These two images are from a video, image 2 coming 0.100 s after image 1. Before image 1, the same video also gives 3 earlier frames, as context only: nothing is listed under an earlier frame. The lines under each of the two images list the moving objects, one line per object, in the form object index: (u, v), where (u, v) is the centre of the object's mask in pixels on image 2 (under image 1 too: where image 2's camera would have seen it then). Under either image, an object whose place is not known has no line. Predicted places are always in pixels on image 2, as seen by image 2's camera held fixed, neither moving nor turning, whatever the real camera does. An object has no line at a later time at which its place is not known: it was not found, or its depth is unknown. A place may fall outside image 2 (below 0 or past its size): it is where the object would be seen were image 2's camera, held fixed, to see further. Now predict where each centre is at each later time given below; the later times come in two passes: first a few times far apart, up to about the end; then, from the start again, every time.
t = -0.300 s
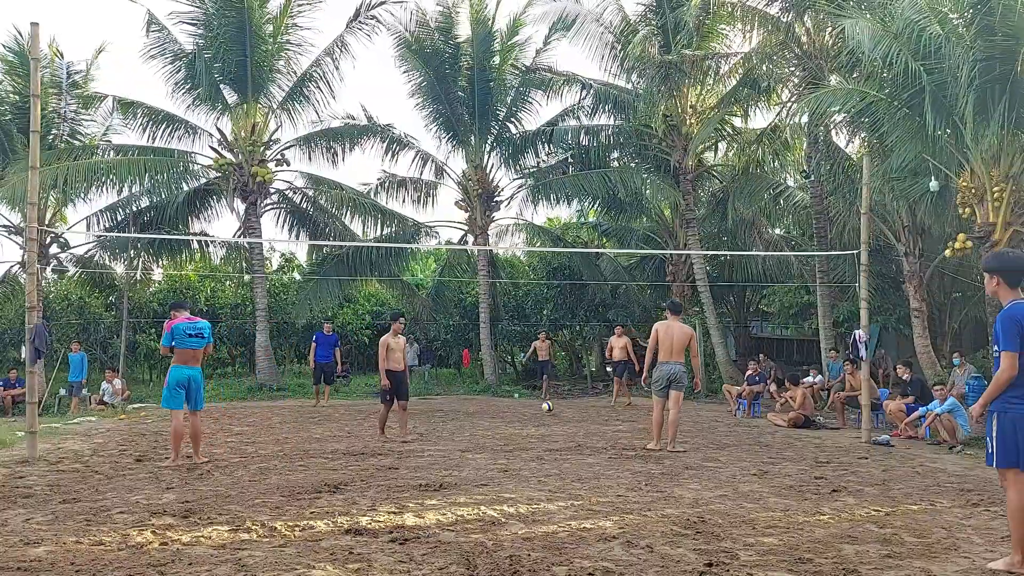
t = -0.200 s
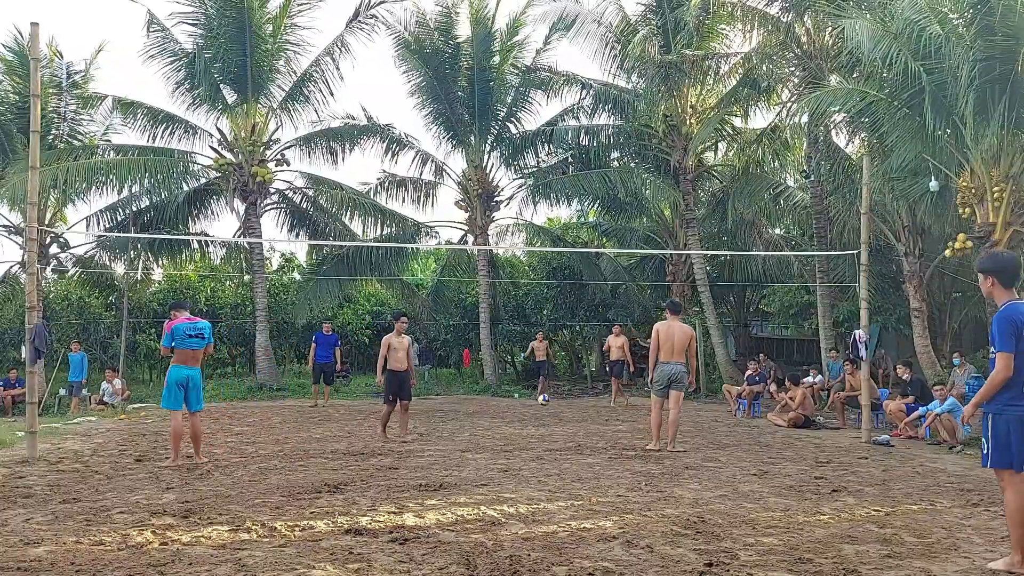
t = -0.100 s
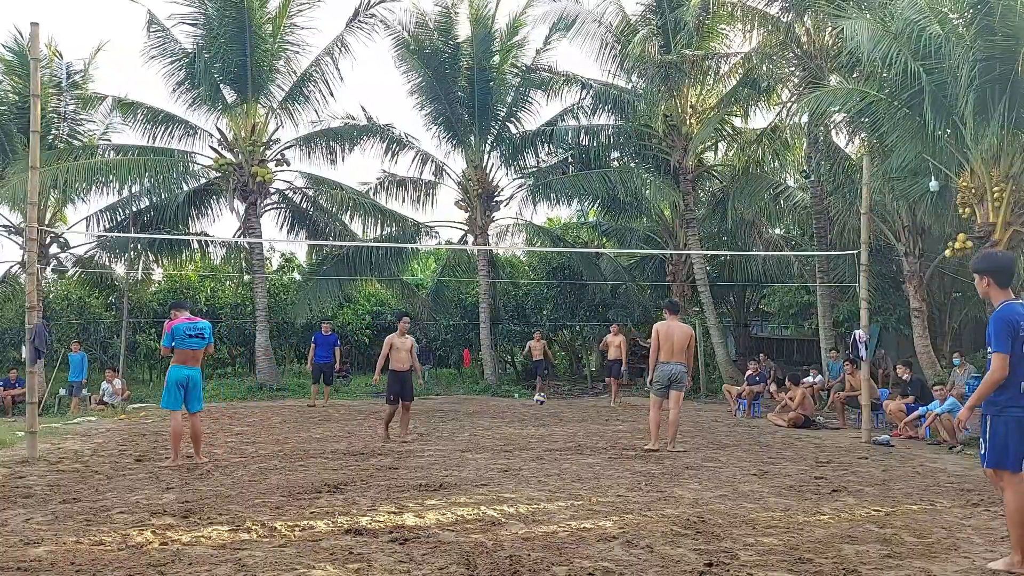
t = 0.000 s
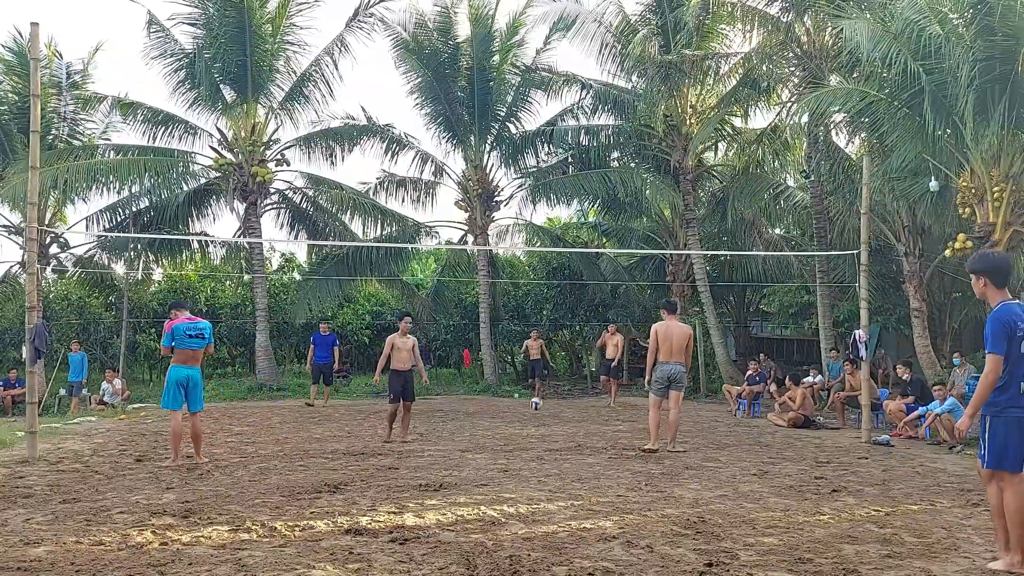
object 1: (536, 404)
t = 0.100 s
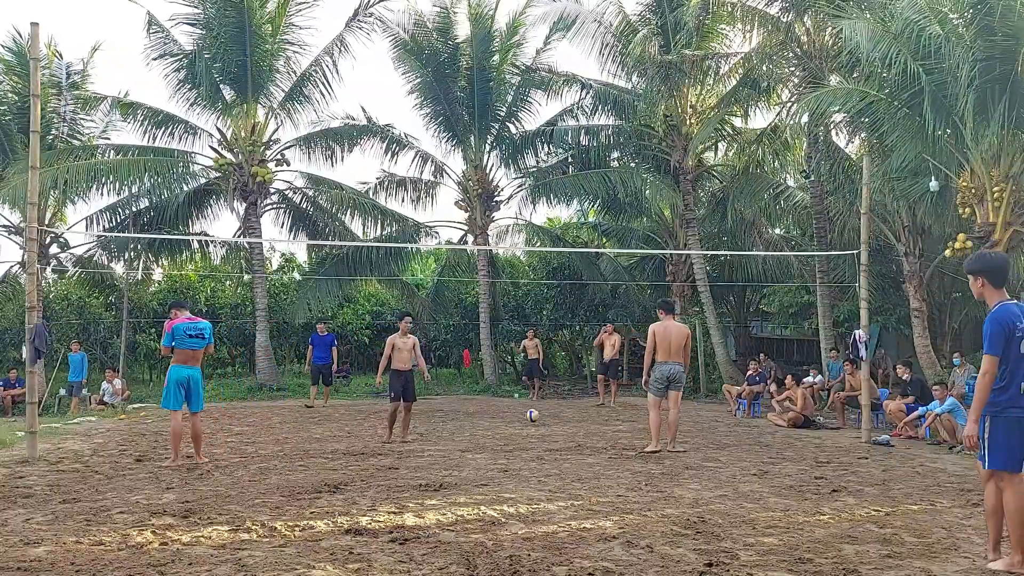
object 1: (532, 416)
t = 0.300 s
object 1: (523, 423)
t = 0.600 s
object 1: (509, 431)
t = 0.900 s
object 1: (488, 440)
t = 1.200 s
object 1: (461, 449)
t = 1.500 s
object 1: (430, 467)
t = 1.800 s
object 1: (390, 479)
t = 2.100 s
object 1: (337, 499)
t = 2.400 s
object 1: (280, 515)
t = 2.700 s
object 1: (211, 538)
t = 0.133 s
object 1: (531, 420)
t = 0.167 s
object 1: (529, 419)
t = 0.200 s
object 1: (528, 419)
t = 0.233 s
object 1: (526, 420)
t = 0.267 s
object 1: (524, 421)
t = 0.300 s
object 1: (523, 423)
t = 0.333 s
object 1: (522, 423)
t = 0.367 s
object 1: (520, 421)
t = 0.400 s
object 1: (519, 420)
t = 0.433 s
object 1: (518, 420)
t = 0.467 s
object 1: (516, 420)
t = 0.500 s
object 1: (514, 421)
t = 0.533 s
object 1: (513, 424)
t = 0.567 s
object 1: (511, 426)
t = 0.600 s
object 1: (509, 431)
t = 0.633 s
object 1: (508, 432)
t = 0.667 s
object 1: (506, 431)
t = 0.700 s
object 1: (504, 432)
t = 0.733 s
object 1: (500, 433)
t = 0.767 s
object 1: (498, 435)
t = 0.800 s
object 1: (496, 437)
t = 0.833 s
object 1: (493, 437)
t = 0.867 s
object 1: (491, 439)
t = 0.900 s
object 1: (488, 440)
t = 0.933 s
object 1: (486, 440)
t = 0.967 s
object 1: (483, 440)
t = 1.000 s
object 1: (480, 439)
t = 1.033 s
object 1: (476, 440)
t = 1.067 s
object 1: (474, 442)
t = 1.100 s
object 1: (471, 444)
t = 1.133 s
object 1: (467, 448)
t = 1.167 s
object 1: (464, 448)
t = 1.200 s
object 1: (461, 449)
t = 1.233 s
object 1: (458, 452)
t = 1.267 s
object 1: (455, 454)
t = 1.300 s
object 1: (452, 456)
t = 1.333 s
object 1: (449, 459)
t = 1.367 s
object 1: (445, 460)
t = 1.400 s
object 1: (443, 460)
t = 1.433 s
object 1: (438, 461)
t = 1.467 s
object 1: (435, 462)
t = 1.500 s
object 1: (430, 467)
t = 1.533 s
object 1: (426, 470)
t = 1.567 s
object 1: (423, 473)
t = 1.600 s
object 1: (419, 475)
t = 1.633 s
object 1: (415, 473)
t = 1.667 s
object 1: (409, 472)
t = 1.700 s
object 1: (405, 471)
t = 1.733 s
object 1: (400, 472)
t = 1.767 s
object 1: (396, 475)
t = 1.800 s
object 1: (390, 479)
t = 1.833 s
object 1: (385, 484)
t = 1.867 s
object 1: (379, 492)
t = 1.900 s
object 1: (373, 489)
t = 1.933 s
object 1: (367, 487)
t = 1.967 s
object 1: (362, 487)
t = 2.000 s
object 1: (356, 487)
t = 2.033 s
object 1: (350, 489)
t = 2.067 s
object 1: (344, 493)
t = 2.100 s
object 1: (337, 499)
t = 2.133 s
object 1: (331, 506)
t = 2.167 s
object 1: (325, 503)
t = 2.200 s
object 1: (319, 500)
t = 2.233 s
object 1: (313, 497)
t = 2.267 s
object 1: (307, 497)
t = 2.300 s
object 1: (300, 499)
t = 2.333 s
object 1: (293, 503)
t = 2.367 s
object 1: (287, 508)
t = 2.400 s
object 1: (280, 515)
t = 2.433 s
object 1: (273, 524)
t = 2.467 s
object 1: (265, 524)
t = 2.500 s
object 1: (258, 525)
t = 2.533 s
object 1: (251, 528)
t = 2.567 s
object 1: (243, 533)
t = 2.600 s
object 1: (235, 536)
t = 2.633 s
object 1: (228, 535)
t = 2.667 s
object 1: (220, 535)
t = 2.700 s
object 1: (211, 538)
